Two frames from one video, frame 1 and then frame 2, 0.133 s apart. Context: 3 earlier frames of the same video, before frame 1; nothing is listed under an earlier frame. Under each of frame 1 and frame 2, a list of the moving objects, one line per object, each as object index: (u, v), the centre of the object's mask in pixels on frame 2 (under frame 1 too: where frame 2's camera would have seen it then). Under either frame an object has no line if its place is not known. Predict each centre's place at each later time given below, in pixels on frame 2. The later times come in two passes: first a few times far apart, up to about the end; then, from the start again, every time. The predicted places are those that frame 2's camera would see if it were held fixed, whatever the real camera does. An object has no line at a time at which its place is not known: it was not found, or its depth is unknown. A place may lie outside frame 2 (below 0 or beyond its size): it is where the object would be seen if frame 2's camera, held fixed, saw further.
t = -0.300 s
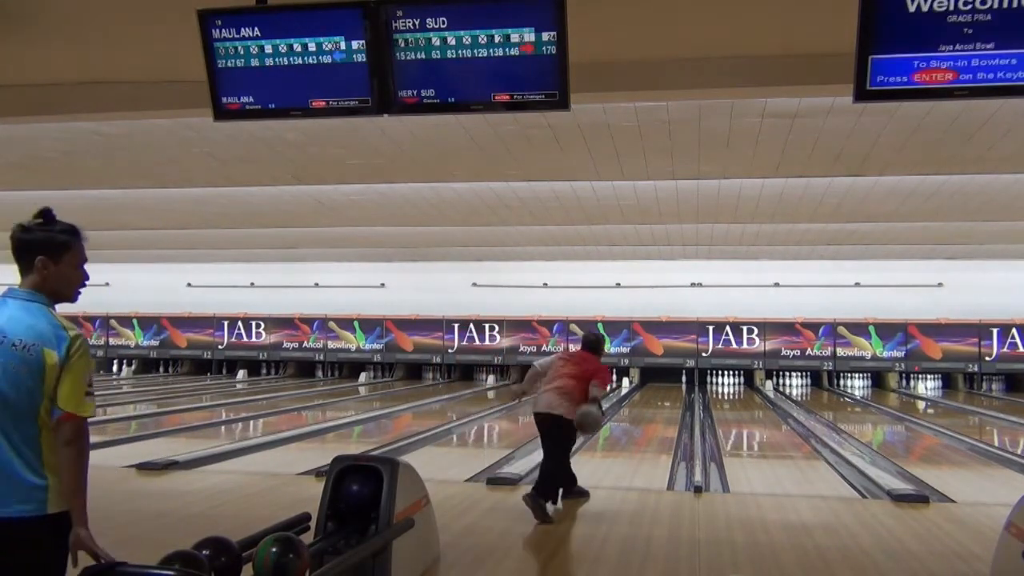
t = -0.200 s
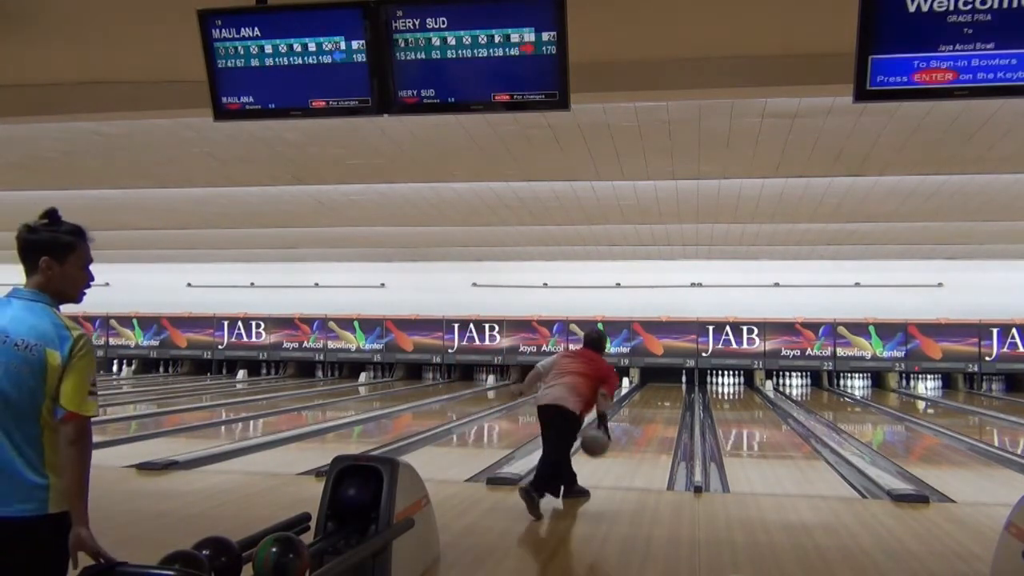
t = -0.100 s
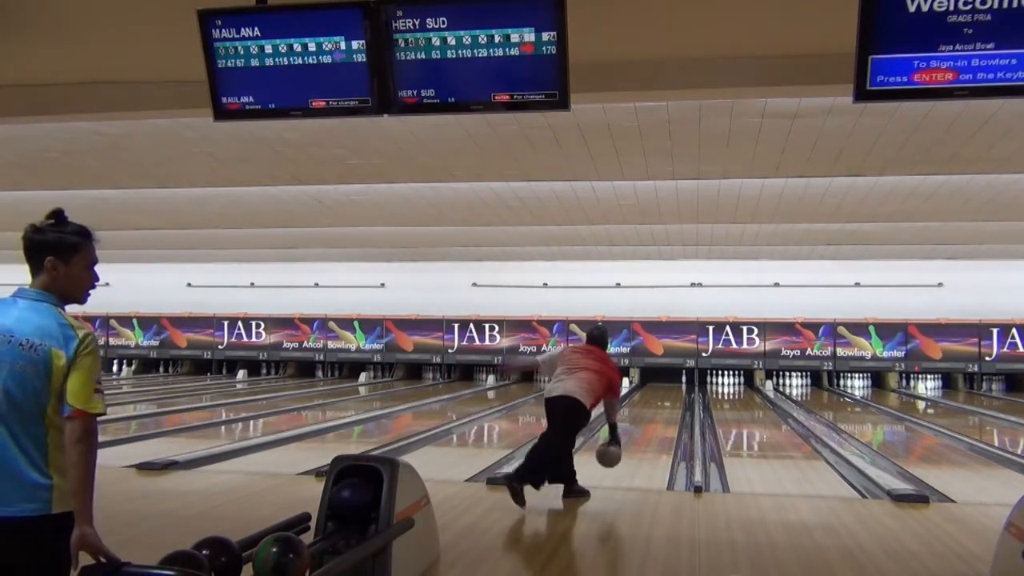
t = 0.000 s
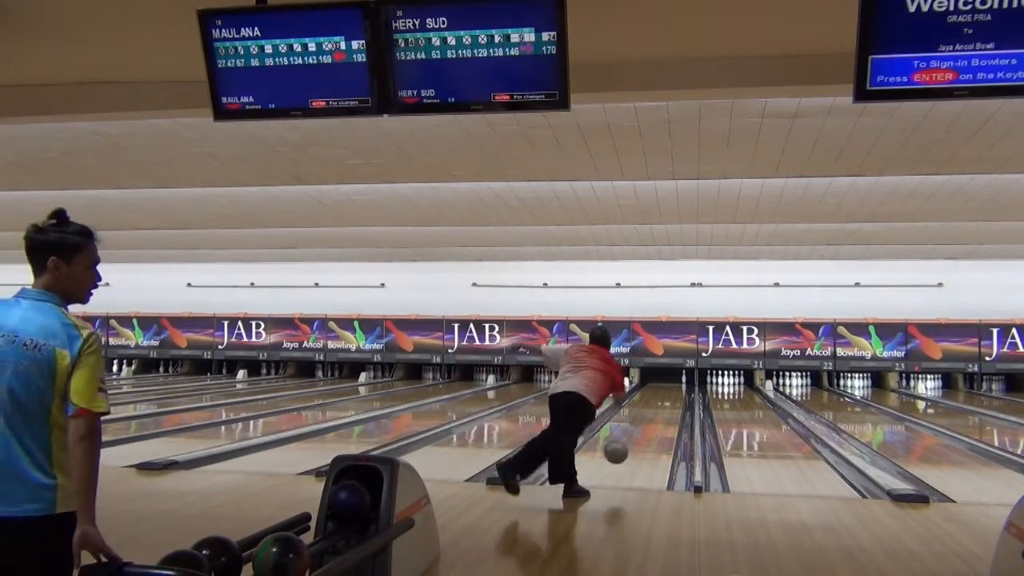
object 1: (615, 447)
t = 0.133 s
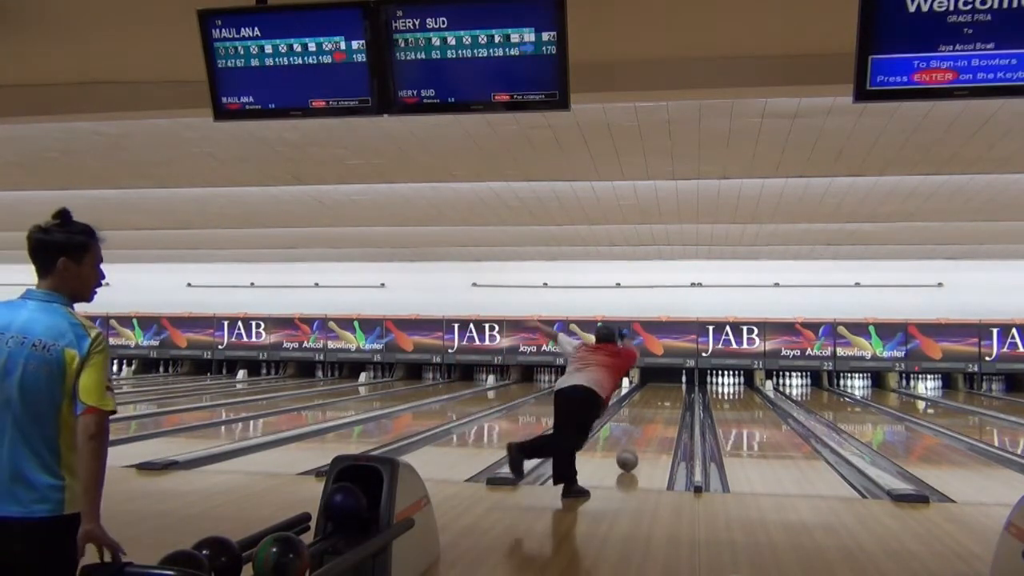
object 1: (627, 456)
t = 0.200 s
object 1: (631, 452)
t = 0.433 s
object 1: (644, 439)
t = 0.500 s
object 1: (648, 435)
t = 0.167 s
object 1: (628, 455)
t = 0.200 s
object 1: (631, 452)
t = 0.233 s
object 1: (633, 452)
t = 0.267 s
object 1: (636, 449)
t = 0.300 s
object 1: (638, 446)
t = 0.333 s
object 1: (639, 445)
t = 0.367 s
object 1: (640, 443)
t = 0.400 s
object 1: (642, 441)
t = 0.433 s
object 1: (644, 439)
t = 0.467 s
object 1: (646, 436)
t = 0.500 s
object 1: (648, 435)
